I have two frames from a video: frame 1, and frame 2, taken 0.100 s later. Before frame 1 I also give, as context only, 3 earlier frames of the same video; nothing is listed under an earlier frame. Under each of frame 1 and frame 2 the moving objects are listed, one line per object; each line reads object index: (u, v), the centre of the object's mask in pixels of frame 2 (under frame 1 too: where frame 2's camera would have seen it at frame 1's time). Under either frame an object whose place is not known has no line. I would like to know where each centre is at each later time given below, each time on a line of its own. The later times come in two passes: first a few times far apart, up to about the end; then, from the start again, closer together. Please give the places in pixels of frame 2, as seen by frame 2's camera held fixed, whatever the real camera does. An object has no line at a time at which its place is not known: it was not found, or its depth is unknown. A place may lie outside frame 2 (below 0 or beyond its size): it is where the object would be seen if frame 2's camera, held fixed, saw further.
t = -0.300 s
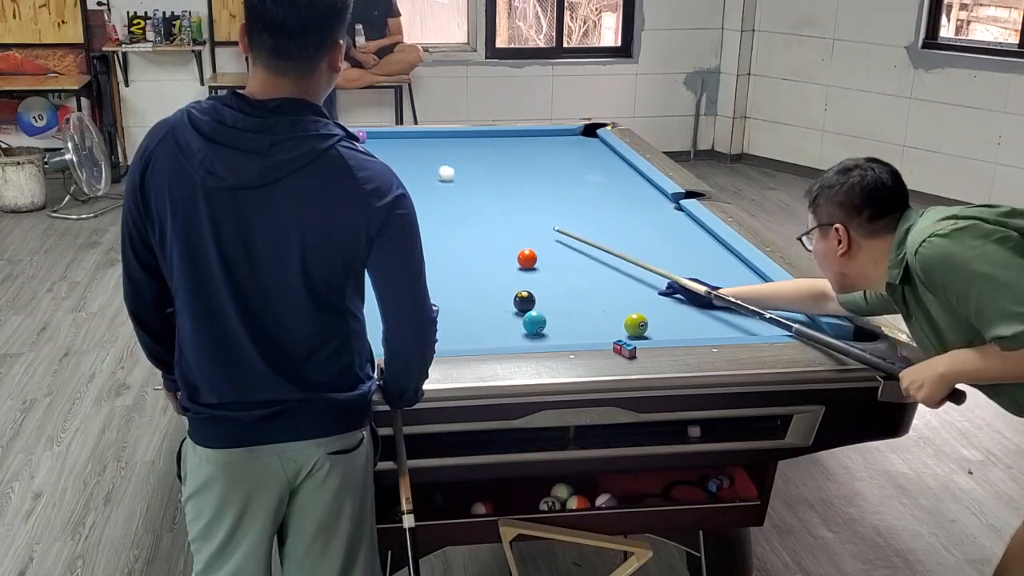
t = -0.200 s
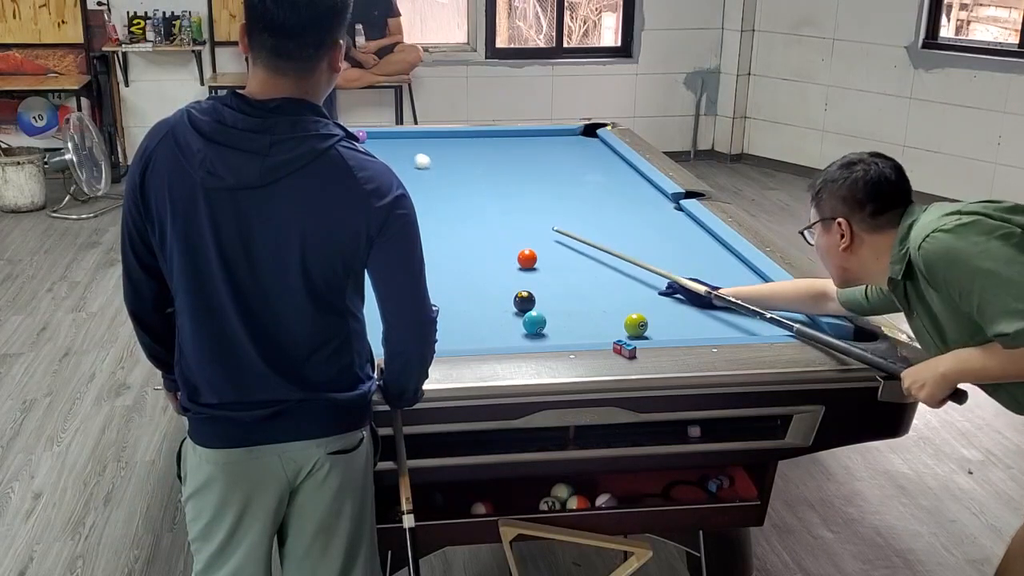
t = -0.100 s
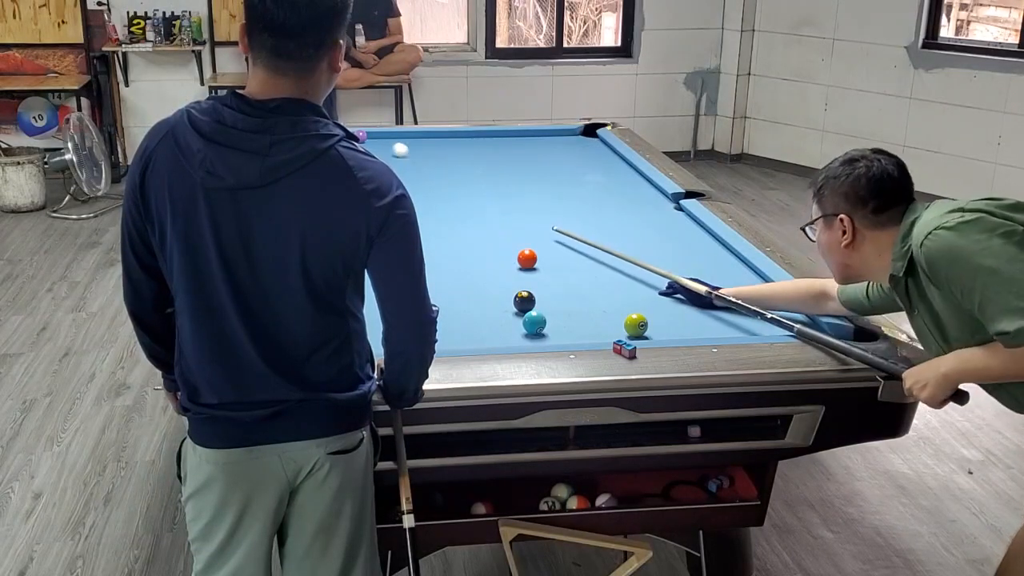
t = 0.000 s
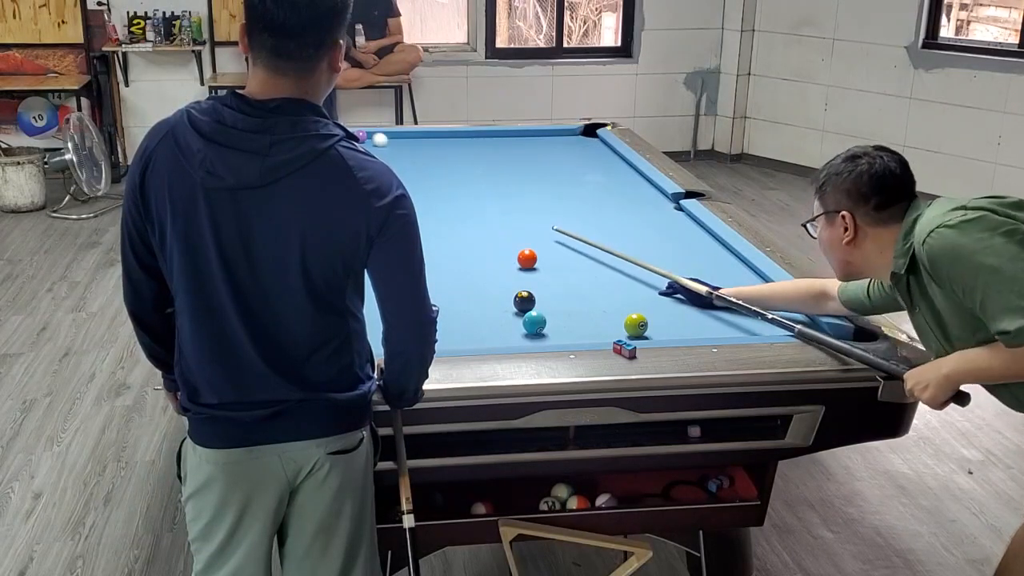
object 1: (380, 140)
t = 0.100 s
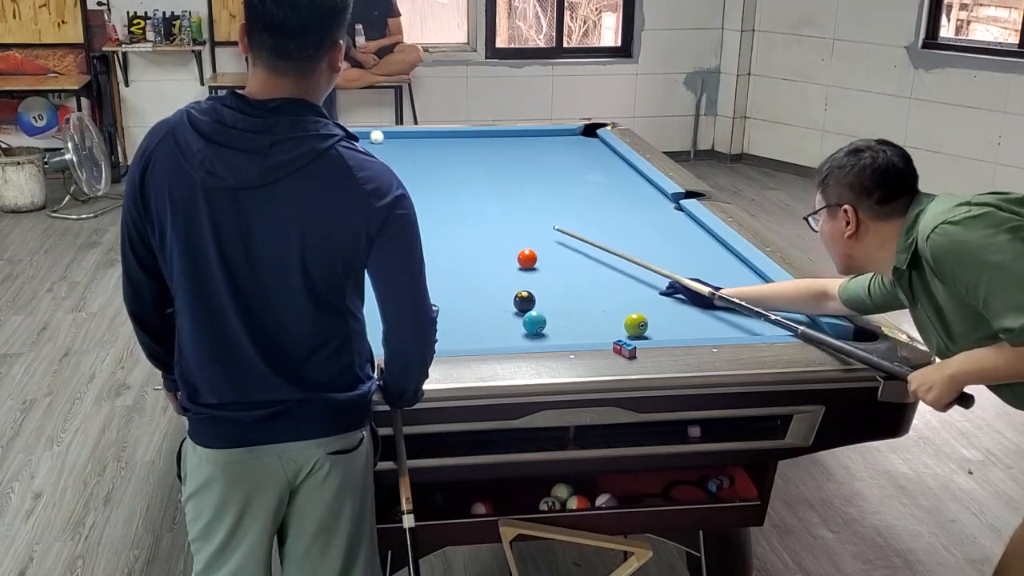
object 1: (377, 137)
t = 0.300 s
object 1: (386, 149)
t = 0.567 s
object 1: (395, 162)
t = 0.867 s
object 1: (408, 181)
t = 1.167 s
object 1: (418, 200)
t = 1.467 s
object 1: (431, 222)
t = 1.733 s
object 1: (443, 243)
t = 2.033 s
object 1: (458, 270)
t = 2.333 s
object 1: (476, 301)
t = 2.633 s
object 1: (495, 335)
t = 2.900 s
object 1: (498, 334)
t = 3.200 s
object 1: (493, 315)
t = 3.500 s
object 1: (489, 299)
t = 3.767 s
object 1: (485, 286)
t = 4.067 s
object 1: (481, 273)
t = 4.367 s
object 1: (477, 262)
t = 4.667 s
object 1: (474, 252)
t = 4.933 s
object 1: (472, 245)
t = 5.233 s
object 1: (469, 237)
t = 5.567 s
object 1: (466, 229)
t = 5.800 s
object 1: (464, 224)
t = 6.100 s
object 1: (462, 219)
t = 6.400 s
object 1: (461, 214)
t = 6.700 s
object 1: (460, 210)
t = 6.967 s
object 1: (460, 207)
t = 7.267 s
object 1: (460, 204)
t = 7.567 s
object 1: (460, 201)
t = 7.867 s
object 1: (459, 199)
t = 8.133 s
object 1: (459, 197)
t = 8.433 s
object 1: (458, 196)
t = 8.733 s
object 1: (457, 196)
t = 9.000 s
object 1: (456, 195)
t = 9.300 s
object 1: (457, 195)
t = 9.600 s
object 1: (456, 195)
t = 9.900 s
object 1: (456, 195)
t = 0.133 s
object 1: (378, 139)
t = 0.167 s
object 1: (380, 141)
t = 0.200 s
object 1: (382, 143)
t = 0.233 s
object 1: (383, 145)
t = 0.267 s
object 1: (385, 147)
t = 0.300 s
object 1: (386, 149)
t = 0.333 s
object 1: (387, 150)
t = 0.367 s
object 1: (389, 152)
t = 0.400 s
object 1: (390, 154)
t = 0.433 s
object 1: (391, 156)
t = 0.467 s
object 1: (392, 157)
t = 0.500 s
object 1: (393, 159)
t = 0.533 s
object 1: (394, 160)
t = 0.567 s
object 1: (395, 162)
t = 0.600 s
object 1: (398, 166)
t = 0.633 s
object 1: (399, 168)
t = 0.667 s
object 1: (400, 169)
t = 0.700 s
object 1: (401, 171)
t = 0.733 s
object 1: (402, 173)
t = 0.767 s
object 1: (404, 175)
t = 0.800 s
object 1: (405, 177)
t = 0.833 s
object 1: (406, 179)
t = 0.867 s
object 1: (408, 181)
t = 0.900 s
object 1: (409, 183)
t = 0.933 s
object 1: (410, 185)
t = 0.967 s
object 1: (411, 187)
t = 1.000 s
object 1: (413, 189)
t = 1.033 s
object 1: (414, 191)
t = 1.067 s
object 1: (415, 194)
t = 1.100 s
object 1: (416, 196)
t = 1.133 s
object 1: (418, 198)
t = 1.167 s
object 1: (418, 200)
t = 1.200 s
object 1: (420, 203)
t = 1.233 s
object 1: (421, 205)
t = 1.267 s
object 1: (422, 208)
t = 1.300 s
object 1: (424, 210)
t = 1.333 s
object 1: (425, 212)
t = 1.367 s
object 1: (426, 215)
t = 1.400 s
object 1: (428, 217)
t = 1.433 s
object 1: (430, 220)
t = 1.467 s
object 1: (431, 222)
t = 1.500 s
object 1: (432, 224)
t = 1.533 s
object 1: (433, 227)
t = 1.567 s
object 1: (435, 230)
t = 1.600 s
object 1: (437, 232)
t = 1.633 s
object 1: (438, 235)
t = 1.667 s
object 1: (440, 238)
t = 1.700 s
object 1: (441, 240)
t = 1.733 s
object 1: (443, 243)
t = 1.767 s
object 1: (444, 246)
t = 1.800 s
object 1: (446, 249)
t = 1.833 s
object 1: (448, 252)
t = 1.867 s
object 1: (450, 255)
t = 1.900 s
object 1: (451, 258)
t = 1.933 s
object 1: (453, 261)
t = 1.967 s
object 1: (455, 264)
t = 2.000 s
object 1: (456, 267)
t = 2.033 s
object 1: (458, 270)
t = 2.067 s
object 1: (460, 273)
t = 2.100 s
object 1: (462, 277)
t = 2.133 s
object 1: (464, 280)
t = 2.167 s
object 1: (466, 283)
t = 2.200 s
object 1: (468, 287)
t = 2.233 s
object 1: (470, 290)
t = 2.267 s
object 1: (472, 293)
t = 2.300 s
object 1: (474, 297)
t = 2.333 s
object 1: (476, 301)
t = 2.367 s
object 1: (478, 305)
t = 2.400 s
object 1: (480, 308)
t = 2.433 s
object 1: (482, 312)
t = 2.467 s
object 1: (484, 316)
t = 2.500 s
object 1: (486, 320)
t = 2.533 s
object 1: (488, 324)
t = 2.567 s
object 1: (491, 328)
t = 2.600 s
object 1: (493, 332)
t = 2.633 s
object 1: (495, 335)
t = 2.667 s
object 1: (497, 338)
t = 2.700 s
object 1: (499, 340)
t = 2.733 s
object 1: (500, 340)
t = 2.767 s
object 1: (500, 339)
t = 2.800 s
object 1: (499, 338)
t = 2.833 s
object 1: (499, 337)
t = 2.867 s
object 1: (498, 335)
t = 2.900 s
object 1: (498, 334)
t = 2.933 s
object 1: (497, 331)
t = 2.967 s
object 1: (497, 329)
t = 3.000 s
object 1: (496, 327)
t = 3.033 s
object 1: (496, 325)
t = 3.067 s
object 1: (495, 323)
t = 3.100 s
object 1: (495, 321)
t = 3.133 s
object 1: (494, 319)
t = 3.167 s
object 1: (494, 317)
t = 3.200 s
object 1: (493, 315)
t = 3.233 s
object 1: (493, 313)
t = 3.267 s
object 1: (492, 311)
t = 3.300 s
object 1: (492, 309)
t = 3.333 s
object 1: (491, 307)
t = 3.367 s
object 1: (491, 306)
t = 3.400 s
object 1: (491, 304)
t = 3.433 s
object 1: (490, 302)
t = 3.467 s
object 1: (490, 301)
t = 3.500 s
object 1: (489, 299)
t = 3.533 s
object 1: (489, 297)
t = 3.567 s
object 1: (489, 295)
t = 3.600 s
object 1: (488, 294)
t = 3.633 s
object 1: (488, 292)
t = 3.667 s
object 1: (487, 291)
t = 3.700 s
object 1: (487, 289)
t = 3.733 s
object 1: (486, 287)
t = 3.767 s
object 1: (485, 286)
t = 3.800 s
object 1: (485, 284)
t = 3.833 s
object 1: (484, 283)
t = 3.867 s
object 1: (484, 281)
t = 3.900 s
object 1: (483, 280)
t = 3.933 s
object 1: (483, 279)
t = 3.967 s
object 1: (482, 277)
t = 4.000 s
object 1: (482, 276)
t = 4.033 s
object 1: (482, 275)
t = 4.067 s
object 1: (481, 273)
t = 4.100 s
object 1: (481, 272)
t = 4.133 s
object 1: (480, 271)
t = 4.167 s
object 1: (480, 269)
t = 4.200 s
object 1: (480, 268)
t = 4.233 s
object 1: (479, 267)
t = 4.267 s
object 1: (479, 266)
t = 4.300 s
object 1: (478, 265)
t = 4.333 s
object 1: (478, 263)
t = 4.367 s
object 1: (477, 262)
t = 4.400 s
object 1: (477, 261)
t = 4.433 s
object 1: (476, 260)
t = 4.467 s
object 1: (476, 259)
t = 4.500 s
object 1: (476, 258)
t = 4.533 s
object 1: (475, 256)
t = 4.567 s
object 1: (475, 255)
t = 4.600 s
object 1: (475, 254)
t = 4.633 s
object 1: (475, 254)
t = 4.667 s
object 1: (474, 252)
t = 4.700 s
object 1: (474, 251)
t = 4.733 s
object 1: (474, 250)
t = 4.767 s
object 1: (474, 249)
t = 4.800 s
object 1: (474, 248)
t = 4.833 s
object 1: (473, 247)
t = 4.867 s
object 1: (473, 246)
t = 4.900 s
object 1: (473, 245)
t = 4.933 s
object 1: (472, 245)
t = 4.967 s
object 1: (472, 244)
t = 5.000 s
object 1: (472, 243)
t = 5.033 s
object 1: (471, 242)
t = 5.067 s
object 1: (471, 241)
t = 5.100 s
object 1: (470, 240)
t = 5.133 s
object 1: (470, 239)
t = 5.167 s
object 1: (470, 238)
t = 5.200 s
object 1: (470, 238)
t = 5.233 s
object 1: (469, 237)
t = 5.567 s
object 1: (466, 229)
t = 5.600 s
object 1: (466, 228)
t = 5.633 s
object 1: (466, 228)
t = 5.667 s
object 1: (465, 227)
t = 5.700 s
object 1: (465, 226)
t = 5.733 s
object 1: (464, 225)
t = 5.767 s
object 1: (464, 225)
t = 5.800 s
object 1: (464, 224)
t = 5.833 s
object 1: (464, 224)
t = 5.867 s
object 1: (464, 223)
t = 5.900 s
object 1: (463, 222)
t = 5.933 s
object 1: (463, 222)
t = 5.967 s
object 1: (463, 221)
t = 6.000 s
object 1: (463, 220)
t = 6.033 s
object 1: (463, 220)
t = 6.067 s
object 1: (462, 220)
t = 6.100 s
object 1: (462, 219)
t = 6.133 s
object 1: (462, 218)
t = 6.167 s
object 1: (462, 218)
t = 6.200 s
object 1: (462, 217)
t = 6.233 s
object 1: (462, 217)
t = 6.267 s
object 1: (462, 216)
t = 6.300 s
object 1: (462, 215)
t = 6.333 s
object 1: (462, 215)
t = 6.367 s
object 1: (462, 214)
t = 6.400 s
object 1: (461, 214)
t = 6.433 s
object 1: (461, 214)
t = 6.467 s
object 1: (461, 213)
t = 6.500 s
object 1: (461, 213)
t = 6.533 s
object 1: (461, 212)
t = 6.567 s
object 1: (461, 212)
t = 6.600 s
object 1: (460, 211)
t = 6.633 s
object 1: (460, 211)
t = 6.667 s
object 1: (460, 210)
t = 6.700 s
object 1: (460, 210)
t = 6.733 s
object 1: (460, 210)
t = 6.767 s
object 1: (460, 209)
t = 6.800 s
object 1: (460, 209)
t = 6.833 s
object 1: (460, 208)
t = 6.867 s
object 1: (460, 208)
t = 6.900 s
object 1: (460, 207)
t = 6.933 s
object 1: (460, 207)
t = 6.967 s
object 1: (460, 207)
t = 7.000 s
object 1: (460, 207)
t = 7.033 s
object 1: (459, 206)
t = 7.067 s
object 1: (460, 206)
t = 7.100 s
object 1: (460, 205)
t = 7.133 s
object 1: (459, 205)
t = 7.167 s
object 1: (459, 205)
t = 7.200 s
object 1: (459, 204)
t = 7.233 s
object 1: (460, 204)
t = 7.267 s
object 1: (460, 204)
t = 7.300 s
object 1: (460, 203)
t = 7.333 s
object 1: (460, 203)
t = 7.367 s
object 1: (460, 203)
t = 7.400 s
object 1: (460, 203)
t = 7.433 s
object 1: (460, 202)
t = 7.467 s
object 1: (460, 202)
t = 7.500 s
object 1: (460, 202)
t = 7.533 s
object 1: (460, 201)
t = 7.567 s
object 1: (460, 201)
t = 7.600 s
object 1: (460, 201)
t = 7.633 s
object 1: (460, 201)
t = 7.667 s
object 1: (459, 200)
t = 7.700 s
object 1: (459, 200)
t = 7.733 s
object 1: (459, 200)
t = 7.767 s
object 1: (459, 200)
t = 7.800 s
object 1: (459, 200)
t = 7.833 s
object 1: (459, 199)
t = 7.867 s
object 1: (459, 199)
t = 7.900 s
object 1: (459, 199)
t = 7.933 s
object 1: (460, 199)
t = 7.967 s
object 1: (460, 198)
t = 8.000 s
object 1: (460, 198)
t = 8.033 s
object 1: (460, 198)
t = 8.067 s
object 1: (460, 198)
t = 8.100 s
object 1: (459, 198)
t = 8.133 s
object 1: (459, 197)
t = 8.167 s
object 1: (459, 197)
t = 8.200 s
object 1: (459, 197)
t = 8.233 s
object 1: (459, 197)
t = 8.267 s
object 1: (459, 197)
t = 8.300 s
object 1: (459, 197)
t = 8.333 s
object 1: (458, 197)
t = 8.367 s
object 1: (458, 197)
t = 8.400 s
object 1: (458, 196)
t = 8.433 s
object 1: (458, 196)
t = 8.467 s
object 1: (458, 196)
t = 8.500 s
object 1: (458, 196)
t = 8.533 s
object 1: (458, 196)
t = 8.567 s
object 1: (457, 196)
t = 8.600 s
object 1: (457, 196)
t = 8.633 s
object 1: (457, 196)
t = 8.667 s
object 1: (457, 196)
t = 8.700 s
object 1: (457, 196)
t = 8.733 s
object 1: (457, 196)
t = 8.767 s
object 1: (457, 196)
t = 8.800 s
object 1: (457, 196)
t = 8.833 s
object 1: (457, 196)
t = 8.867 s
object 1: (457, 196)
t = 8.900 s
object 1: (457, 195)
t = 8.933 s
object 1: (457, 195)
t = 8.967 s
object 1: (457, 196)
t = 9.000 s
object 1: (456, 195)
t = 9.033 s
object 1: (456, 195)
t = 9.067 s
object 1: (456, 195)
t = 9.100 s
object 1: (456, 195)
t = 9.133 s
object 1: (456, 195)
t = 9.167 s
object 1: (456, 195)
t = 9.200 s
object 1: (457, 195)
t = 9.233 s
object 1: (457, 195)
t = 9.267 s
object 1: (457, 195)
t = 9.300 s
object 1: (457, 195)
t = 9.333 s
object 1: (458, 195)
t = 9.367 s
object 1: (459, 195)
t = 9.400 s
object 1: (461, 195)
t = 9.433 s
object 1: (452, 195)
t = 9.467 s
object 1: (455, 195)
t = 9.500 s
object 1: (456, 195)
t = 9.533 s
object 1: (456, 195)
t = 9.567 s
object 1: (456, 195)
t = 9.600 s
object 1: (456, 195)
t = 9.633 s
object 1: (456, 195)
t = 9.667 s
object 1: (456, 195)
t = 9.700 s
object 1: (456, 195)
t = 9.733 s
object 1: (456, 195)
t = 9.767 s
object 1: (456, 195)
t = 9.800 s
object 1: (456, 195)
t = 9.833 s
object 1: (456, 195)
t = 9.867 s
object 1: (456, 195)
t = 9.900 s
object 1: (456, 195)
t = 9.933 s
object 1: (456, 195)
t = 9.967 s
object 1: (456, 195)
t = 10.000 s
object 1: (456, 195)
